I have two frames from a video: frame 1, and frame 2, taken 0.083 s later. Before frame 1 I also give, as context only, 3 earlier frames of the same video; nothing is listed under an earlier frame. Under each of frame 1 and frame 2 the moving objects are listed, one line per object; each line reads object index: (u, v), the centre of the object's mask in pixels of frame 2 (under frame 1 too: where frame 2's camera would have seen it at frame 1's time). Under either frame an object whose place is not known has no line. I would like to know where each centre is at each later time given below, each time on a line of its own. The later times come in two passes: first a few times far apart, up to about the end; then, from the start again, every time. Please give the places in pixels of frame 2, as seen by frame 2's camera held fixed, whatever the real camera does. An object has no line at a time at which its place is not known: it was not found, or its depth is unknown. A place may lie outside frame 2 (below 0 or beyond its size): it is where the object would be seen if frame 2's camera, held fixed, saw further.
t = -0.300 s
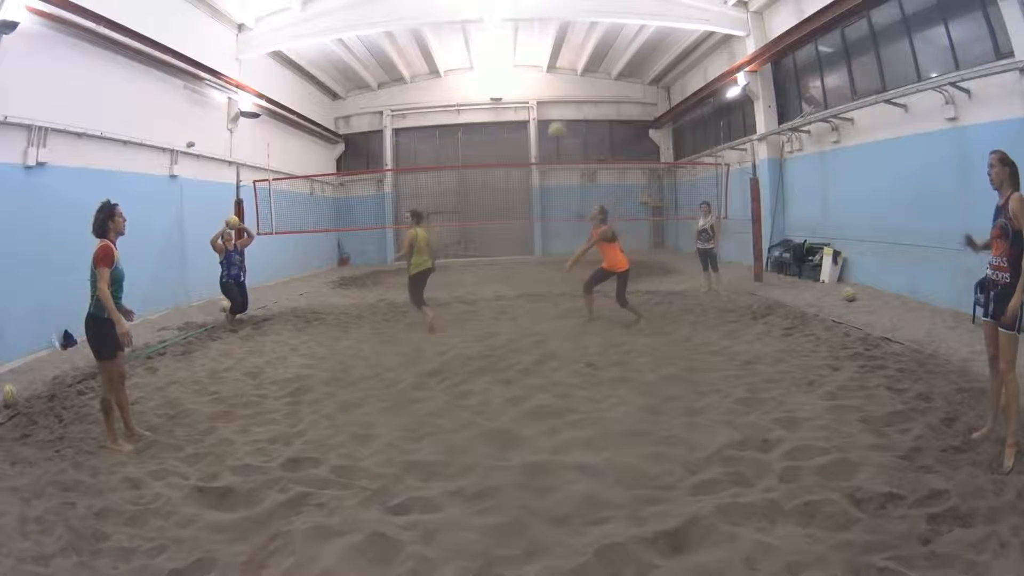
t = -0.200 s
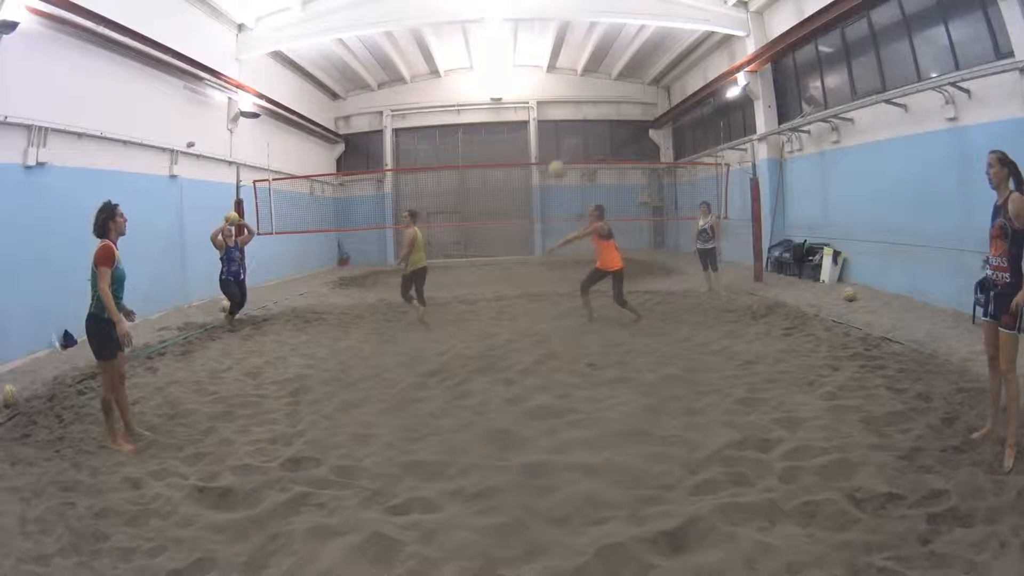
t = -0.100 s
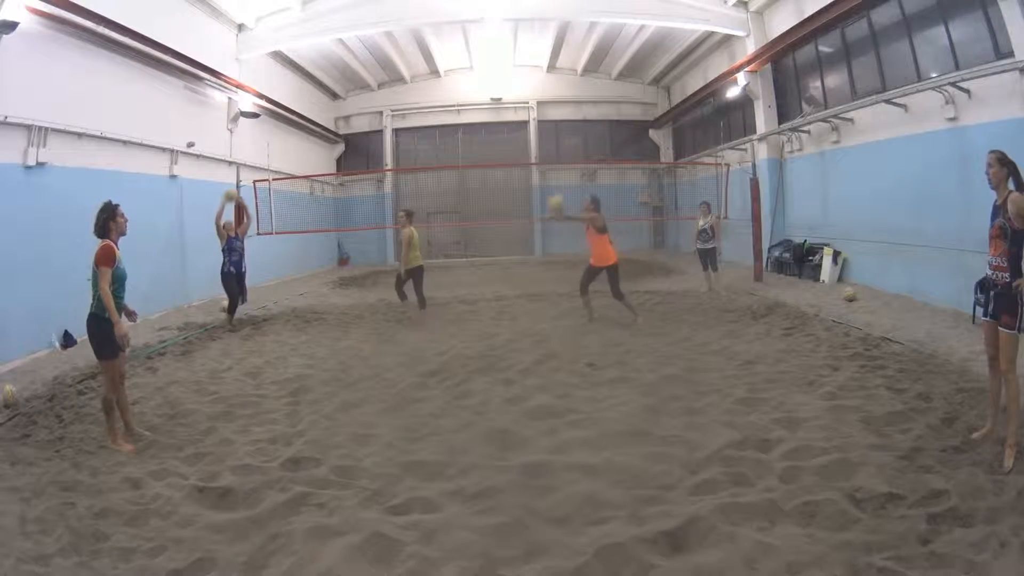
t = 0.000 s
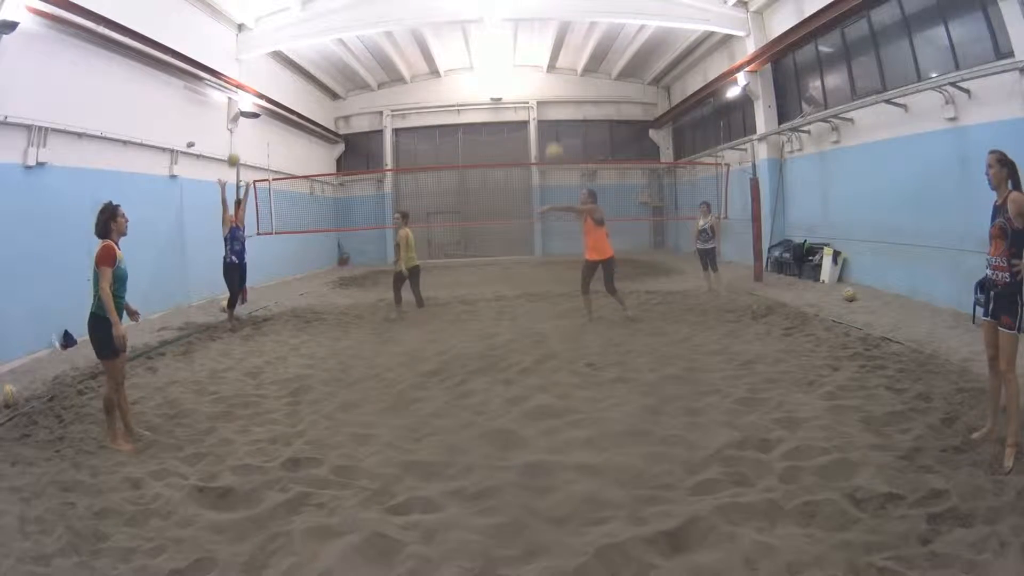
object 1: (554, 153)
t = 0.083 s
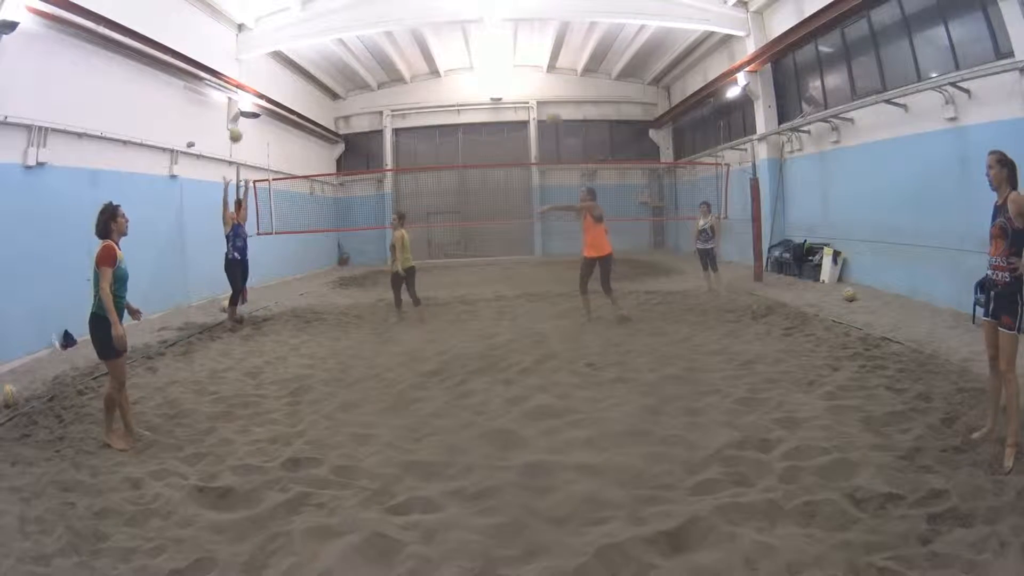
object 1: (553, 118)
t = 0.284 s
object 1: (549, 59)
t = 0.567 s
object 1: (548, 26)
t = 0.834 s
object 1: (549, 46)
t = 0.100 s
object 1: (552, 111)
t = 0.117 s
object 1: (552, 108)
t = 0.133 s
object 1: (552, 101)
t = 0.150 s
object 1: (551, 95)
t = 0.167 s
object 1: (551, 89)
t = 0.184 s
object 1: (551, 84)
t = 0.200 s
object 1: (551, 80)
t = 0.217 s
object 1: (550, 75)
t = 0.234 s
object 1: (550, 71)
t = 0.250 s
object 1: (550, 67)
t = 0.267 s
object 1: (549, 63)
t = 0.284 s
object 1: (549, 59)
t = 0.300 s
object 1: (549, 55)
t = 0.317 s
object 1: (549, 52)
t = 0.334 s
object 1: (549, 49)
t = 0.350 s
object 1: (549, 46)
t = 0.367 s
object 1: (549, 43)
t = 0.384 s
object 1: (548, 41)
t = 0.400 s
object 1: (548, 38)
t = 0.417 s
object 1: (548, 36)
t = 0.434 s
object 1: (548, 34)
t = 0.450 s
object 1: (548, 33)
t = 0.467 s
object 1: (548, 31)
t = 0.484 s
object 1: (548, 30)
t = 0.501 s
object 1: (548, 28)
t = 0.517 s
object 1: (548, 28)
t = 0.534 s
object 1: (548, 27)
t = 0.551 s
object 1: (548, 26)
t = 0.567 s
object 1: (548, 26)
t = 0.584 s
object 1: (548, 26)
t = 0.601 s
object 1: (548, 26)
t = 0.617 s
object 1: (548, 26)
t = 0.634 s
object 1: (548, 26)
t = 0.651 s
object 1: (548, 27)
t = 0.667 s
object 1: (548, 27)
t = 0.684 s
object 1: (548, 28)
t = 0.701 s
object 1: (548, 29)
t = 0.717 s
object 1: (548, 31)
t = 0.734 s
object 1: (549, 32)
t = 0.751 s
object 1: (549, 34)
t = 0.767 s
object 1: (549, 36)
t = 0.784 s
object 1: (549, 38)
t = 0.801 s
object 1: (549, 41)
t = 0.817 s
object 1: (549, 43)
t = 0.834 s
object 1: (549, 46)
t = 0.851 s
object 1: (550, 49)
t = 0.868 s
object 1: (550, 53)
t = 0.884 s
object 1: (550, 56)
